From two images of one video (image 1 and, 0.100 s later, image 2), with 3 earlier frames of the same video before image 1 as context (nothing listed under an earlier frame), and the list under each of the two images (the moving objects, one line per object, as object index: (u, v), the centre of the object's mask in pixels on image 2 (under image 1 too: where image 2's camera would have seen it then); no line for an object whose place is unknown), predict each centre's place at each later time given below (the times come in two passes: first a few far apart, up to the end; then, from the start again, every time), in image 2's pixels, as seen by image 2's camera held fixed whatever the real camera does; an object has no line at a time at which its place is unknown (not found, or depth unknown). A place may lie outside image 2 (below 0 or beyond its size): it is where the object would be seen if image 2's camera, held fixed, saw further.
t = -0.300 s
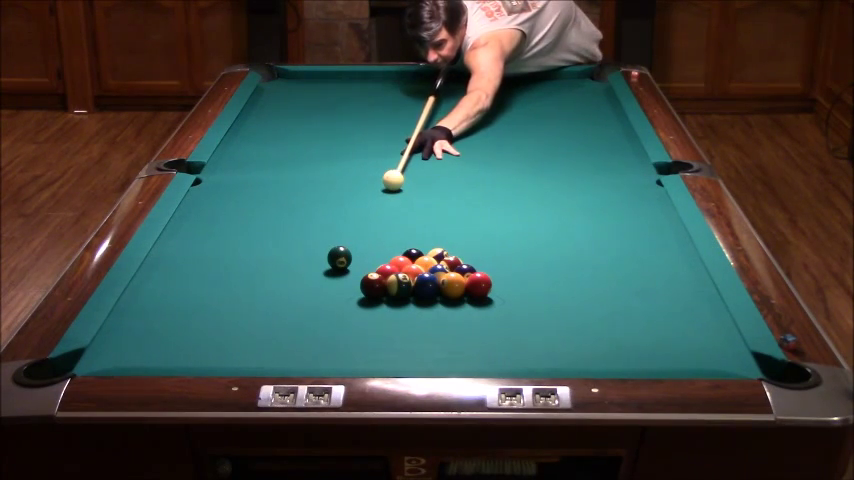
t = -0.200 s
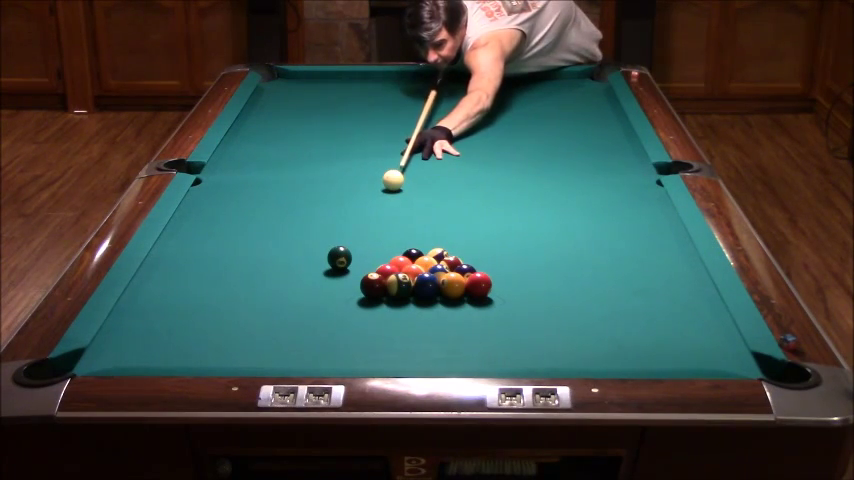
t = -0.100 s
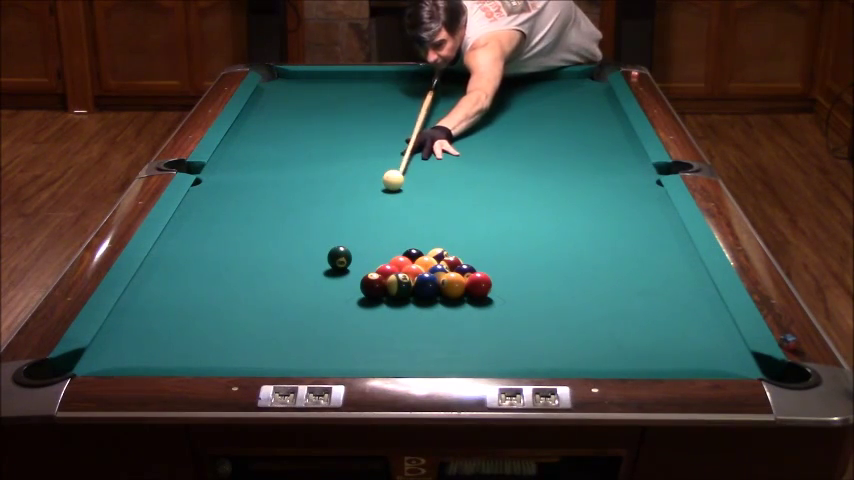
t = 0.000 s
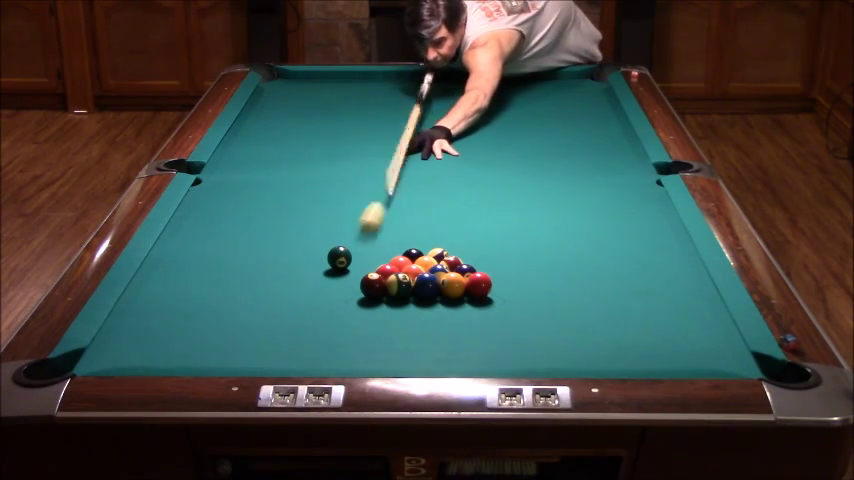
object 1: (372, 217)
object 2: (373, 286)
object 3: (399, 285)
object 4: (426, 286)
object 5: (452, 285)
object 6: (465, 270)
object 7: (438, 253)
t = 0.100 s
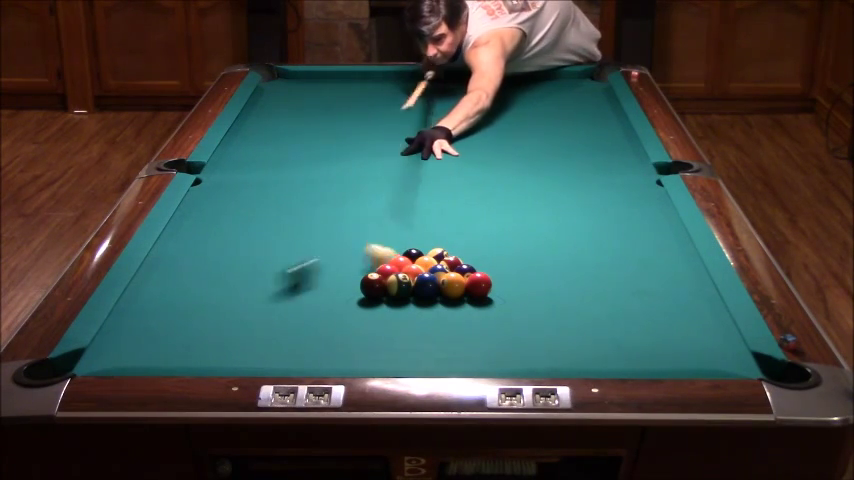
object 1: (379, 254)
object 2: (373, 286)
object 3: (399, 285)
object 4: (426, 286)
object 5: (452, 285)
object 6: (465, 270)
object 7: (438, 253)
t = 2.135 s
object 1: (225, 266)
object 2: (252, 354)
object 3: (404, 293)
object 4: (422, 343)
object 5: (491, 305)
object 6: (517, 283)
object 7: (544, 178)
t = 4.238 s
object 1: (206, 268)
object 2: (236, 359)
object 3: (404, 293)
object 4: (420, 347)
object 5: (491, 305)
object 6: (517, 283)
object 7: (435, 149)
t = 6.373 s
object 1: (206, 268)
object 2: (236, 359)
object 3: (404, 293)
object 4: (420, 347)
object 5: (491, 305)
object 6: (517, 283)
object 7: (418, 146)
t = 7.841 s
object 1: (206, 268)
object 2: (236, 359)
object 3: (404, 293)
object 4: (420, 347)
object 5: (491, 305)
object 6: (517, 283)
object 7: (418, 146)
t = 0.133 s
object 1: (383, 256)
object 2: (372, 286)
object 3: (399, 285)
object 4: (426, 286)
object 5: (453, 285)
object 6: (467, 271)
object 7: (445, 251)
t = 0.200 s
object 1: (374, 260)
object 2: (365, 289)
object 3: (399, 286)
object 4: (427, 289)
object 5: (456, 287)
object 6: (472, 274)
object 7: (473, 249)
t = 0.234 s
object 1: (370, 260)
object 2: (363, 290)
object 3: (398, 286)
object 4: (427, 290)
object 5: (457, 287)
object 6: (473, 275)
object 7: (483, 249)
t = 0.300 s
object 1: (364, 261)
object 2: (357, 294)
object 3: (399, 287)
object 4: (427, 293)
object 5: (459, 288)
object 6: (477, 276)
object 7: (502, 245)
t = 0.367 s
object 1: (356, 262)
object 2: (352, 297)
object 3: (400, 288)
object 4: (427, 295)
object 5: (461, 290)
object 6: (480, 277)
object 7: (521, 242)
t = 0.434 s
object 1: (349, 262)
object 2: (347, 300)
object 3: (401, 289)
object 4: (427, 298)
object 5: (464, 291)
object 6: (484, 278)
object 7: (538, 237)
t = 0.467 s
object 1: (346, 262)
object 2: (344, 301)
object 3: (401, 289)
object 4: (427, 299)
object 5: (465, 292)
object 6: (485, 278)
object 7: (547, 236)
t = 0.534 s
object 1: (339, 263)
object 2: (339, 304)
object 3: (401, 290)
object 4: (428, 301)
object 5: (467, 293)
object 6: (488, 279)
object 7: (564, 231)
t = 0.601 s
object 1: (332, 263)
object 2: (334, 307)
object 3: (402, 290)
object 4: (428, 304)
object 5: (469, 294)
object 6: (491, 279)
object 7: (581, 229)
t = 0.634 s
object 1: (329, 263)
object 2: (332, 309)
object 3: (402, 291)
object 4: (428, 305)
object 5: (470, 295)
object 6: (492, 280)
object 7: (588, 226)
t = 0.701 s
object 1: (322, 263)
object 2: (327, 311)
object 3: (402, 291)
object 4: (428, 308)
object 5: (473, 296)
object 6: (495, 280)
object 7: (605, 223)
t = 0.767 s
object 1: (316, 263)
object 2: (323, 314)
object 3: (403, 291)
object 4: (428, 311)
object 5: (475, 296)
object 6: (498, 280)
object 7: (620, 219)
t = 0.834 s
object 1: (310, 264)
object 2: (318, 316)
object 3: (403, 292)
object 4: (428, 312)
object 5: (476, 297)
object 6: (500, 281)
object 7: (635, 217)
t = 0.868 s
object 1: (307, 264)
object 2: (316, 318)
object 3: (403, 292)
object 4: (428, 314)
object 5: (477, 298)
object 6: (501, 281)
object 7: (643, 214)
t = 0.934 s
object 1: (300, 264)
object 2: (312, 320)
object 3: (403, 292)
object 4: (427, 316)
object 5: (479, 299)
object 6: (503, 281)
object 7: (658, 211)
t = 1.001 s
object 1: (295, 264)
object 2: (307, 323)
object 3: (403, 293)
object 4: (427, 318)
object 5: (481, 300)
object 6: (505, 281)
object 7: (658, 209)
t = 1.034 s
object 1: (292, 264)
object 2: (305, 324)
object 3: (403, 293)
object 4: (427, 319)
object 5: (482, 300)
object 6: (506, 281)
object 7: (653, 208)
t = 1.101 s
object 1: (287, 264)
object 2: (301, 327)
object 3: (404, 293)
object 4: (427, 321)
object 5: (483, 301)
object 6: (508, 281)
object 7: (645, 204)
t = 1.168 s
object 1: (282, 265)
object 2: (297, 328)
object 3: (404, 293)
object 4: (427, 323)
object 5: (485, 301)
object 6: (510, 282)
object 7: (637, 202)
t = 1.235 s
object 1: (276, 265)
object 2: (293, 331)
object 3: (404, 293)
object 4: (426, 325)
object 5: (486, 302)
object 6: (511, 282)
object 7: (629, 201)
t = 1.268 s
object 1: (274, 265)
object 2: (291, 332)
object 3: (404, 293)
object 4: (426, 326)
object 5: (487, 302)
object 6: (512, 282)
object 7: (626, 200)
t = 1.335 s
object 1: (269, 265)
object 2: (288, 334)
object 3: (404, 293)
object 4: (426, 328)
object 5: (488, 303)
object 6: (513, 282)
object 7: (618, 198)
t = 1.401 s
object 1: (264, 265)
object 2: (284, 336)
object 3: (404, 293)
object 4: (425, 330)
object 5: (488, 303)
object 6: (514, 282)
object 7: (611, 196)
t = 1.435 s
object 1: (262, 265)
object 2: (282, 338)
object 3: (404, 293)
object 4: (425, 331)
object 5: (489, 304)
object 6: (514, 282)
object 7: (607, 196)
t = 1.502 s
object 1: (258, 265)
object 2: (279, 340)
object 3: (404, 293)
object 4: (425, 332)
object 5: (490, 304)
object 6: (515, 282)
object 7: (602, 193)
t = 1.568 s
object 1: (254, 265)
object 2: (276, 342)
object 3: (404, 293)
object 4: (425, 334)
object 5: (490, 304)
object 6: (516, 283)
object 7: (595, 190)
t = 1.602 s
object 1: (252, 266)
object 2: (274, 344)
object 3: (404, 293)
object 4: (425, 334)
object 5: (490, 304)
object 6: (516, 283)
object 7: (591, 190)
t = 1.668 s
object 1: (248, 266)
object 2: (271, 345)
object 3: (404, 293)
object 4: (424, 336)
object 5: (491, 305)
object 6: (516, 283)
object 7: (585, 189)
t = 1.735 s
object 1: (244, 266)
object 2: (268, 347)
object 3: (404, 293)
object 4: (424, 337)
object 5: (491, 305)
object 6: (517, 283)
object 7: (579, 188)
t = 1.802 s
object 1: (241, 266)
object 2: (265, 348)
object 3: (404, 293)
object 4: (424, 338)
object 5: (491, 305)
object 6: (517, 283)
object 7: (572, 185)
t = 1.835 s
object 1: (239, 266)
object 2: (264, 349)
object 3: (404, 293)
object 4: (424, 339)
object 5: (491, 305)
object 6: (517, 283)
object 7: (569, 184)
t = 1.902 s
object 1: (235, 266)
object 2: (261, 350)
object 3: (404, 293)
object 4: (423, 340)
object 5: (491, 305)
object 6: (517, 283)
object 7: (563, 183)
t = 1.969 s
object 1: (232, 266)
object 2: (258, 352)
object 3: (404, 293)
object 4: (423, 341)
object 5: (491, 305)
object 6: (517, 283)
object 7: (558, 181)
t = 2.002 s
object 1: (231, 266)
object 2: (257, 353)
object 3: (404, 293)
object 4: (423, 341)
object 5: (491, 305)
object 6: (517, 283)
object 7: (555, 180)
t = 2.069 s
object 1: (228, 266)
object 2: (255, 353)
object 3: (404, 293)
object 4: (423, 342)
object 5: (491, 305)
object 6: (517, 283)
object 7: (550, 179)
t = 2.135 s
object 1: (225, 266)
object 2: (252, 354)
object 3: (404, 293)
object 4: (422, 343)
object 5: (491, 305)
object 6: (517, 283)
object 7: (544, 178)
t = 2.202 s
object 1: (223, 266)
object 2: (250, 355)
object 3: (404, 293)
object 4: (422, 344)
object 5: (491, 305)
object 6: (517, 283)
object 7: (539, 176)
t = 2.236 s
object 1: (222, 267)
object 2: (249, 356)
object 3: (404, 293)
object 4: (422, 344)
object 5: (491, 305)
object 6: (517, 283)
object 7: (537, 176)
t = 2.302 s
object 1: (219, 267)
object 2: (247, 356)
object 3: (404, 293)
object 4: (422, 345)
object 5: (491, 305)
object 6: (517, 283)
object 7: (532, 174)
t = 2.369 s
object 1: (217, 267)
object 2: (245, 357)
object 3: (404, 293)
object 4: (421, 345)
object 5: (491, 305)
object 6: (517, 283)
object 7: (527, 172)
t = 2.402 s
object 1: (216, 267)
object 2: (244, 357)
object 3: (404, 293)
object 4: (421, 346)
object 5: (491, 305)
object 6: (517, 283)
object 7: (524, 172)
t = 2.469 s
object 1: (214, 267)
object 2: (242, 358)
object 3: (404, 293)
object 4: (421, 346)
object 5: (491, 305)
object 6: (517, 283)
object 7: (519, 171)
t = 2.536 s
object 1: (213, 267)
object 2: (240, 358)
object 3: (404, 293)
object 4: (421, 346)
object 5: (491, 305)
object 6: (517, 283)
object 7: (515, 170)
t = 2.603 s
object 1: (211, 267)
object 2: (239, 359)
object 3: (404, 293)
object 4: (421, 346)
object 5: (491, 305)
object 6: (517, 283)
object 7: (511, 169)
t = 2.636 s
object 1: (211, 267)
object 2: (239, 359)
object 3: (404, 293)
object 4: (421, 346)
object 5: (491, 305)
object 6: (517, 283)
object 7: (509, 168)
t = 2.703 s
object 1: (210, 267)
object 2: (237, 359)
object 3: (404, 293)
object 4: (421, 347)
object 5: (491, 305)
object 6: (517, 283)
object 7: (504, 166)
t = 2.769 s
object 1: (208, 267)
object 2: (237, 359)
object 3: (404, 293)
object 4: (420, 347)
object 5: (491, 305)
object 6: (517, 283)
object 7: (500, 165)
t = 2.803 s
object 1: (208, 267)
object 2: (237, 359)
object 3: (404, 293)
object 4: (420, 347)
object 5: (491, 305)
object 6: (517, 283)
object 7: (498, 165)
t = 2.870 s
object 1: (207, 267)
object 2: (236, 359)
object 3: (404, 293)
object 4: (420, 347)
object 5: (491, 305)
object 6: (517, 283)
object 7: (494, 164)
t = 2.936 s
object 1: (207, 267)
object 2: (236, 359)
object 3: (404, 293)
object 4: (420, 347)
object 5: (491, 305)
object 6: (517, 283)
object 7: (490, 163)
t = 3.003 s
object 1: (206, 268)
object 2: (236, 359)
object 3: (404, 293)
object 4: (420, 347)
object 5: (491, 305)
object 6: (517, 283)
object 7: (487, 162)
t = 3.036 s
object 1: (206, 267)
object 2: (236, 359)
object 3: (404, 293)
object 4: (420, 347)
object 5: (491, 305)
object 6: (517, 283)
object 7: (485, 161)
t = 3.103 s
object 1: (206, 267)
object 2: (236, 359)
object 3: (404, 293)
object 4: (420, 347)
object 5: (491, 305)
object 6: (517, 283)
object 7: (481, 160)
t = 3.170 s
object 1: (206, 268)
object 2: (236, 359)
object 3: (404, 293)
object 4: (420, 347)
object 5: (491, 305)
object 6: (517, 283)
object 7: (477, 159)
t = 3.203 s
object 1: (206, 268)
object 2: (236, 359)
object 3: (404, 293)
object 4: (420, 347)
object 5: (491, 305)
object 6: (517, 283)
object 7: (475, 159)
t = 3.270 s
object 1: (206, 268)
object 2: (236, 359)
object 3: (404, 293)
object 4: (420, 347)
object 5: (491, 305)
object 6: (517, 283)
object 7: (472, 158)
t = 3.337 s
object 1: (206, 268)
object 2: (236, 359)
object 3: (404, 293)
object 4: (420, 347)
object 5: (491, 305)
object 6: (517, 283)
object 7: (469, 157)
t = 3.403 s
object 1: (206, 268)
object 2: (237, 359)
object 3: (404, 293)
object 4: (420, 347)
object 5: (491, 305)
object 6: (517, 283)
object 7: (467, 157)
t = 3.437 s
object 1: (206, 268)
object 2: (236, 359)
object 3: (404, 293)
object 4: (420, 347)
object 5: (491, 305)
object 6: (517, 283)
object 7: (465, 156)
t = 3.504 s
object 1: (206, 268)
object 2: (236, 359)
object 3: (404, 293)
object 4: (420, 347)
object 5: (491, 305)
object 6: (517, 283)
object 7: (462, 155)
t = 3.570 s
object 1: (206, 268)
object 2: (236, 359)
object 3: (404, 293)
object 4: (420, 347)
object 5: (491, 305)
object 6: (517, 283)
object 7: (459, 154)
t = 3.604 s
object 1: (206, 268)
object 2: (237, 359)
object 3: (404, 293)
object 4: (420, 347)
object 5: (491, 305)
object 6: (517, 283)
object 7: (458, 154)
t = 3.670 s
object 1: (206, 268)
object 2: (236, 359)
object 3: (404, 293)
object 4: (420, 347)
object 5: (491, 305)
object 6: (517, 283)
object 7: (455, 154)
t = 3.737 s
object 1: (206, 268)
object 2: (236, 359)
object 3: (404, 293)
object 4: (420, 347)
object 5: (491, 305)
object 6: (517, 283)
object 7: (452, 153)
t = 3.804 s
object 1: (206, 268)
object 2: (237, 359)
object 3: (404, 293)
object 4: (420, 347)
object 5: (491, 305)
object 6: (517, 283)
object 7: (450, 153)
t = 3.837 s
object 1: (206, 268)
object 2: (237, 359)
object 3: (404, 293)
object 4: (420, 347)
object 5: (491, 305)
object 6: (517, 283)
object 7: (448, 153)
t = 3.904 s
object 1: (206, 268)
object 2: (236, 359)
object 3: (404, 293)
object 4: (420, 347)
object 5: (491, 305)
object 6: (517, 283)
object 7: (446, 152)
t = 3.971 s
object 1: (206, 268)
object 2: (237, 359)
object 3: (404, 293)
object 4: (420, 347)
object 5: (491, 305)
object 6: (517, 283)
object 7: (444, 151)
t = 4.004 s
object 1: (206, 268)
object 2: (236, 359)
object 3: (404, 293)
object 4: (420, 347)
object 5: (491, 305)
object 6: (517, 283)
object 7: (443, 151)
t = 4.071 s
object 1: (206, 268)
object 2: (236, 359)
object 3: (404, 293)
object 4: (420, 347)
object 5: (491, 305)
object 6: (517, 283)
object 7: (441, 150)
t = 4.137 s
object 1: (206, 268)
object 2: (237, 359)
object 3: (404, 293)
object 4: (420, 347)
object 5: (491, 305)
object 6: (517, 283)
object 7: (438, 150)
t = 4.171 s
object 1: (206, 268)
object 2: (237, 359)
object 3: (404, 293)
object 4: (420, 347)
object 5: (491, 305)
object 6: (517, 283)
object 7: (438, 149)
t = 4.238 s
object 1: (206, 268)
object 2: (236, 359)
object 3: (404, 293)
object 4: (420, 347)
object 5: (491, 305)
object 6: (517, 283)
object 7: (435, 149)
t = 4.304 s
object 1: (206, 268)
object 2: (236, 359)
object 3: (404, 293)
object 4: (420, 347)
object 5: (491, 305)
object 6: (517, 283)
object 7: (433, 149)
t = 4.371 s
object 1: (206, 268)
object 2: (236, 359)
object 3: (404, 293)
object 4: (420, 347)
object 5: (491, 305)
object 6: (517, 283)
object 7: (432, 148)
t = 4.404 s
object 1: (206, 268)
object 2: (237, 359)
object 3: (404, 293)
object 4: (420, 347)
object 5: (491, 305)
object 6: (517, 283)
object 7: (430, 148)
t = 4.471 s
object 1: (206, 268)
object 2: (236, 359)
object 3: (404, 293)
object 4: (420, 347)
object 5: (491, 305)
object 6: (517, 283)
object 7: (429, 148)
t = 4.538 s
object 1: (206, 268)
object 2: (236, 359)
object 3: (404, 293)
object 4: (420, 347)
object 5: (491, 305)
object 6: (517, 283)
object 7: (428, 148)
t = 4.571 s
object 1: (206, 268)
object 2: (237, 359)
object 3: (404, 293)
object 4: (420, 347)
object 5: (491, 305)
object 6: (517, 283)
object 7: (427, 147)
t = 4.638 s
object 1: (206, 268)
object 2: (236, 359)
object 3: (404, 293)
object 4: (420, 347)
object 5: (491, 305)
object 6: (517, 283)
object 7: (426, 147)
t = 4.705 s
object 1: (206, 268)
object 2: (237, 359)
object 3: (404, 293)
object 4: (420, 347)
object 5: (491, 305)
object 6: (517, 283)
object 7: (425, 147)
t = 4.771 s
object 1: (206, 268)
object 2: (237, 359)
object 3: (404, 293)
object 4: (420, 347)
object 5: (491, 305)
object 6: (517, 283)
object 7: (424, 147)
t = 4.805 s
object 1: (206, 268)
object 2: (237, 359)
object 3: (404, 293)
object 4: (420, 347)
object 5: (491, 305)
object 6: (517, 283)
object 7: (423, 147)
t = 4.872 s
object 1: (206, 268)
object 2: (236, 359)
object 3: (404, 293)
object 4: (420, 347)
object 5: (491, 305)
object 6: (517, 283)
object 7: (422, 146)
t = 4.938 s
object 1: (206, 267)
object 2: (236, 358)
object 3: (404, 293)
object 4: (420, 347)
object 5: (491, 305)
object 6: (517, 283)
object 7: (421, 146)
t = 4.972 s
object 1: (206, 268)
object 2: (236, 358)
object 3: (404, 293)
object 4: (420, 347)
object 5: (491, 305)
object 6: (517, 283)
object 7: (421, 146)
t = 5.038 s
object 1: (206, 268)
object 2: (236, 358)
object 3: (404, 293)
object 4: (420, 347)
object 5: (491, 305)
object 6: (517, 283)
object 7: (420, 146)
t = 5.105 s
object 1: (206, 268)
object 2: (236, 359)
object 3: (404, 293)
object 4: (420, 347)
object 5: (491, 305)
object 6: (517, 283)
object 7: (420, 146)
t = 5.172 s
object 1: (206, 268)
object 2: (236, 359)
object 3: (404, 293)
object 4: (420, 347)
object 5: (491, 305)
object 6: (517, 283)
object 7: (419, 146)
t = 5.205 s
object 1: (206, 268)
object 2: (236, 359)
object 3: (404, 293)
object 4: (420, 347)
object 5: (491, 305)
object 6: (517, 283)
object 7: (419, 146)
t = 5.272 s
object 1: (206, 268)
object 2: (236, 359)
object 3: (404, 293)
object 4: (420, 347)
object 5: (491, 305)
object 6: (517, 283)
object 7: (419, 146)
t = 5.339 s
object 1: (206, 268)
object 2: (236, 359)
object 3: (404, 293)
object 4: (420, 347)
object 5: (491, 305)
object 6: (517, 283)
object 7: (418, 146)
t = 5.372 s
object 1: (206, 268)
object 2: (236, 359)
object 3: (404, 293)
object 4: (420, 347)
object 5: (491, 305)
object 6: (517, 283)
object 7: (418, 146)
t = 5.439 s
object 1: (206, 268)
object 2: (236, 359)
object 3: (404, 293)
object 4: (420, 347)
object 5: (491, 305)
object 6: (517, 283)
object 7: (418, 146)
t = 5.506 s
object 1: (206, 268)
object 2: (236, 359)
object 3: (404, 293)
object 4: (420, 347)
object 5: (491, 305)
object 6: (517, 283)
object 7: (418, 146)
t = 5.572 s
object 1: (206, 268)
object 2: (236, 359)
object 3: (404, 293)
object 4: (420, 347)
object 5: (491, 305)
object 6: (517, 283)
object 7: (418, 146)
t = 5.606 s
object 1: (206, 268)
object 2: (236, 359)
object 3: (404, 293)
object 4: (420, 347)
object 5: (491, 305)
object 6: (517, 283)
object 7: (418, 146)
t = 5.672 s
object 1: (206, 268)
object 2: (236, 359)
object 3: (404, 293)
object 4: (420, 347)
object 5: (491, 305)
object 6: (517, 283)
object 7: (418, 146)
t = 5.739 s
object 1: (206, 268)
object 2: (236, 359)
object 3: (404, 293)
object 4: (420, 347)
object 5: (491, 305)
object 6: (517, 283)
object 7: (418, 146)
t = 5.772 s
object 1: (206, 268)
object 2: (236, 359)
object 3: (404, 293)
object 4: (420, 347)
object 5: (491, 305)
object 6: (517, 283)
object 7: (418, 146)
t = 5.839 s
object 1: (206, 268)
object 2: (236, 359)
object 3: (404, 293)
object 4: (420, 347)
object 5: (491, 305)
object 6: (517, 283)
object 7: (418, 146)
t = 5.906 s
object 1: (206, 268)
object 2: (236, 359)
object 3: (404, 293)
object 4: (420, 347)
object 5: (491, 305)
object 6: (517, 283)
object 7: (418, 146)
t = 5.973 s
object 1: (206, 268)
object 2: (236, 359)
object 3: (404, 293)
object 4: (420, 347)
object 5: (491, 305)
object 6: (517, 283)
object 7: (418, 146)
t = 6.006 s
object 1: (206, 268)
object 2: (236, 359)
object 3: (404, 293)
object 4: (420, 347)
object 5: (491, 305)
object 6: (517, 283)
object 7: (418, 146)
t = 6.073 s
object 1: (206, 268)
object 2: (236, 358)
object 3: (404, 293)
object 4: (420, 347)
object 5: (491, 305)
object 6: (517, 283)
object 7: (418, 146)
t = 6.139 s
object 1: (206, 268)
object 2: (236, 358)
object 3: (404, 293)
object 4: (420, 347)
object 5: (491, 305)
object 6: (517, 283)
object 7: (418, 146)
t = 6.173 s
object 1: (206, 268)
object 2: (236, 358)
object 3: (404, 293)
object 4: (420, 347)
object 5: (491, 305)
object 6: (517, 283)
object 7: (418, 146)
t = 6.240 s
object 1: (206, 268)
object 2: (236, 359)
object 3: (404, 293)
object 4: (420, 347)
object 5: (491, 305)
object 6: (517, 283)
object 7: (418, 146)
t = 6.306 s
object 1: (206, 268)
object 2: (236, 359)
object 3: (404, 293)
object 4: (420, 347)
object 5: (491, 305)
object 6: (517, 283)
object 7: (418, 146)
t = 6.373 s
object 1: (206, 268)
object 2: (236, 359)
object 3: (404, 293)
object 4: (420, 347)
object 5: (491, 305)
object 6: (517, 283)
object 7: (418, 146)
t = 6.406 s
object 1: (206, 268)
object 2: (236, 359)
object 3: (404, 293)
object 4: (420, 347)
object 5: (491, 305)
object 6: (517, 283)
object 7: (418, 146)
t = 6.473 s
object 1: (206, 268)
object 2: (236, 359)
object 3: (404, 293)
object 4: (420, 347)
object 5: (491, 305)
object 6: (517, 283)
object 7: (418, 146)
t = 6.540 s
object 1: (206, 268)
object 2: (236, 359)
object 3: (404, 293)
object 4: (420, 347)
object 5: (491, 305)
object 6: (517, 283)
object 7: (418, 146)
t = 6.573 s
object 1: (206, 268)
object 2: (236, 359)
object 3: (404, 293)
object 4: (420, 347)
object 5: (491, 305)
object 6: (517, 283)
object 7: (418, 146)
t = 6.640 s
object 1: (206, 268)
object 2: (236, 359)
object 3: (404, 293)
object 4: (420, 347)
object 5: (491, 305)
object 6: (517, 283)
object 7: (418, 146)
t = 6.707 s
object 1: (206, 268)
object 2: (236, 359)
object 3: (404, 293)
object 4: (420, 347)
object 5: (491, 305)
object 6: (517, 283)
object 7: (418, 146)
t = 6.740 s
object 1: (206, 268)
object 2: (236, 359)
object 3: (404, 293)
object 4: (420, 347)
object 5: (491, 305)
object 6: (517, 283)
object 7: (418, 146)
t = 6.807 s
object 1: (206, 268)
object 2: (236, 358)
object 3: (404, 293)
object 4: (420, 347)
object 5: (491, 305)
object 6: (517, 283)
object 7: (418, 146)
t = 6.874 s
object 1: (206, 268)
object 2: (237, 358)
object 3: (404, 293)
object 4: (420, 347)
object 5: (491, 305)
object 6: (517, 283)
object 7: (418, 146)
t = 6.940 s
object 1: (206, 268)
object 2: (237, 359)
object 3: (404, 293)
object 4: (420, 347)
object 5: (491, 305)
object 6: (517, 283)
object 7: (418, 146)
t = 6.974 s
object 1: (206, 268)
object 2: (237, 359)
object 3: (404, 293)
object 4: (420, 347)
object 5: (491, 305)
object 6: (517, 283)
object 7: (418, 146)
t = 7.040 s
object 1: (206, 268)
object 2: (236, 359)
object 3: (404, 293)
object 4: (420, 347)
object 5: (491, 305)
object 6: (517, 283)
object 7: (418, 146)
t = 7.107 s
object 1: (206, 268)
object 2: (236, 358)
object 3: (404, 293)
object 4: (420, 347)
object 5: (491, 305)
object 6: (517, 283)
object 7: (418, 146)
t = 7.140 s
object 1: (206, 268)
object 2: (236, 358)
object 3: (404, 293)
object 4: (420, 347)
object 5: (491, 305)
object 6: (517, 283)
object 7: (418, 146)
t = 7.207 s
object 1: (206, 268)
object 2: (236, 358)
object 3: (404, 293)
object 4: (420, 347)
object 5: (491, 305)
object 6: (517, 283)
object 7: (418, 146)
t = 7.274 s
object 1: (206, 268)
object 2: (236, 358)
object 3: (404, 293)
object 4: (420, 347)
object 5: (491, 305)
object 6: (517, 283)
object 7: (418, 146)
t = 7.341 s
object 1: (206, 268)
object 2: (236, 358)
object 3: (404, 293)
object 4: (420, 347)
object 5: (491, 305)
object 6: (517, 283)
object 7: (418, 146)
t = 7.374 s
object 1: (206, 268)
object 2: (236, 358)
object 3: (404, 293)
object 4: (420, 347)
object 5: (491, 305)
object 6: (517, 283)
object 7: (418, 146)
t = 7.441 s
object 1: (206, 268)
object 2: (236, 358)
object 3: (404, 293)
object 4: (420, 347)
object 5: (491, 305)
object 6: (517, 283)
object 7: (418, 146)
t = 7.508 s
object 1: (206, 268)
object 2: (236, 359)
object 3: (404, 293)
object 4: (420, 347)
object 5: (491, 305)
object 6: (517, 283)
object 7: (418, 146)
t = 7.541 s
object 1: (206, 268)
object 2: (236, 359)
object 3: (404, 293)
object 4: (420, 347)
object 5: (491, 305)
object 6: (517, 283)
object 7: (418, 146)
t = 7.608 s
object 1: (206, 268)
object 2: (236, 358)
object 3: (404, 293)
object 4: (420, 347)
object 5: (491, 305)
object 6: (517, 283)
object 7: (418, 146)
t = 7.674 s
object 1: (206, 268)
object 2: (236, 358)
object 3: (404, 293)
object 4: (420, 347)
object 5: (491, 305)
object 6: (517, 283)
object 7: (418, 146)
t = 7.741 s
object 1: (206, 268)
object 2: (236, 359)
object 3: (404, 293)
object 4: (420, 347)
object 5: (491, 305)
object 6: (517, 283)
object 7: (418, 146)
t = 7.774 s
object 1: (206, 268)
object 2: (236, 359)
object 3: (404, 293)
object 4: (420, 347)
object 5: (491, 305)
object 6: (517, 283)
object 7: (418, 146)
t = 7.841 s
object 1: (206, 268)
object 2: (236, 359)
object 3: (404, 293)
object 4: (420, 347)
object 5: (491, 305)
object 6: (517, 283)
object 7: (418, 146)
